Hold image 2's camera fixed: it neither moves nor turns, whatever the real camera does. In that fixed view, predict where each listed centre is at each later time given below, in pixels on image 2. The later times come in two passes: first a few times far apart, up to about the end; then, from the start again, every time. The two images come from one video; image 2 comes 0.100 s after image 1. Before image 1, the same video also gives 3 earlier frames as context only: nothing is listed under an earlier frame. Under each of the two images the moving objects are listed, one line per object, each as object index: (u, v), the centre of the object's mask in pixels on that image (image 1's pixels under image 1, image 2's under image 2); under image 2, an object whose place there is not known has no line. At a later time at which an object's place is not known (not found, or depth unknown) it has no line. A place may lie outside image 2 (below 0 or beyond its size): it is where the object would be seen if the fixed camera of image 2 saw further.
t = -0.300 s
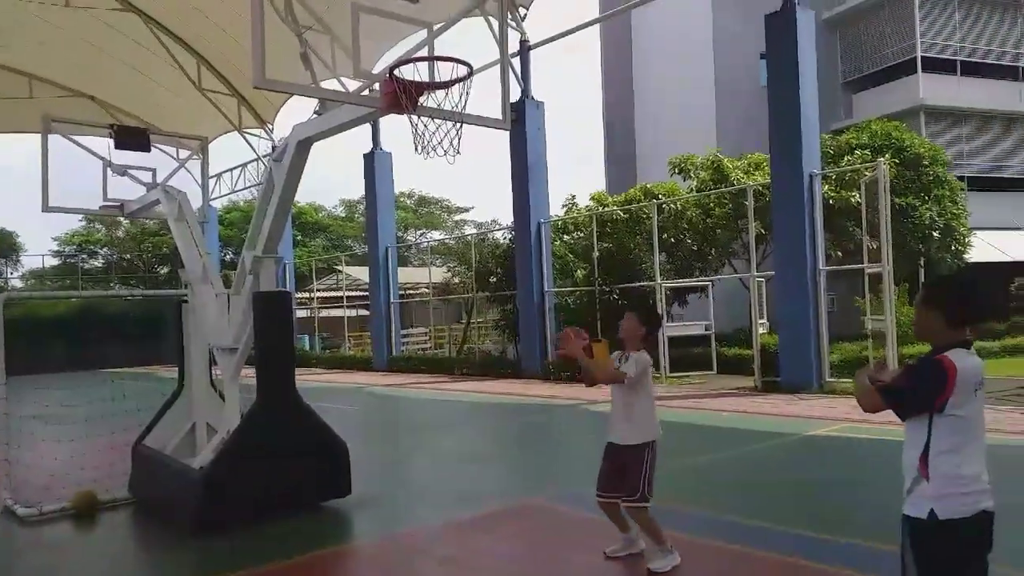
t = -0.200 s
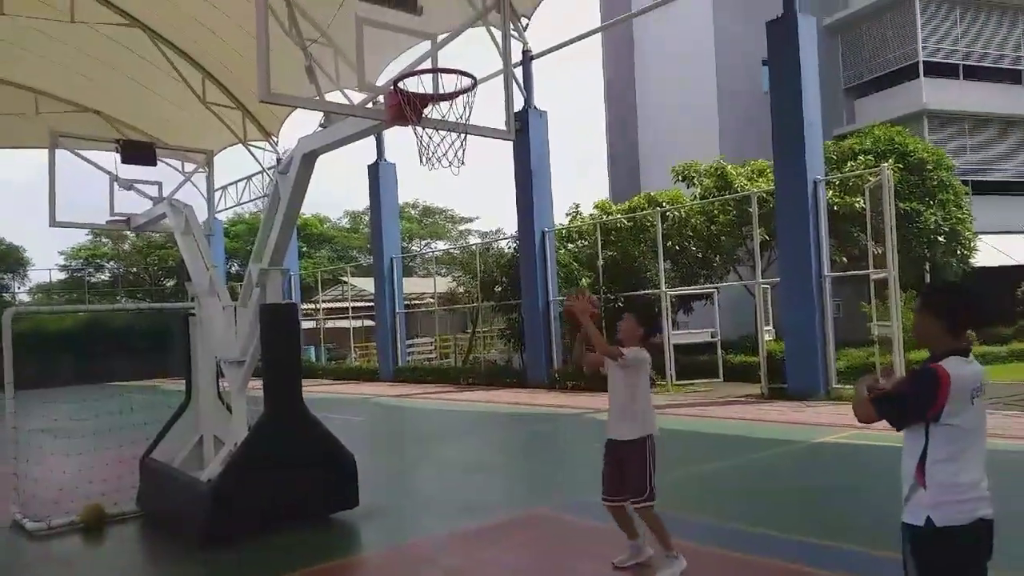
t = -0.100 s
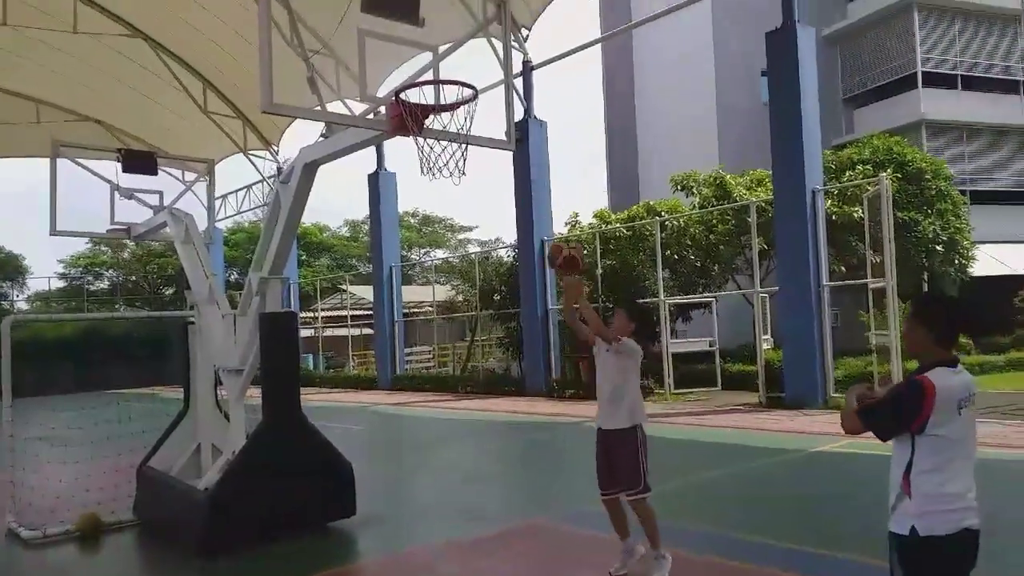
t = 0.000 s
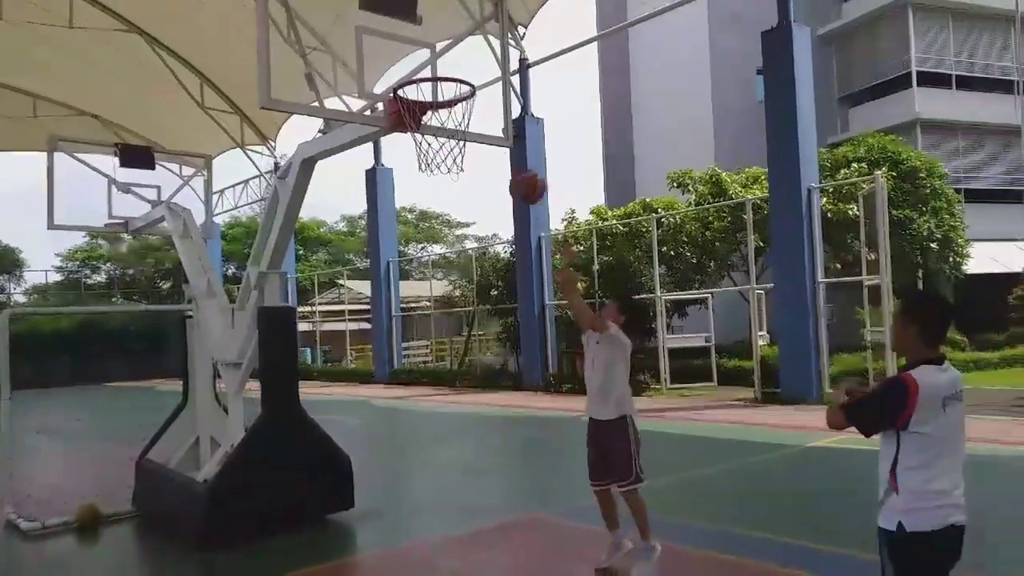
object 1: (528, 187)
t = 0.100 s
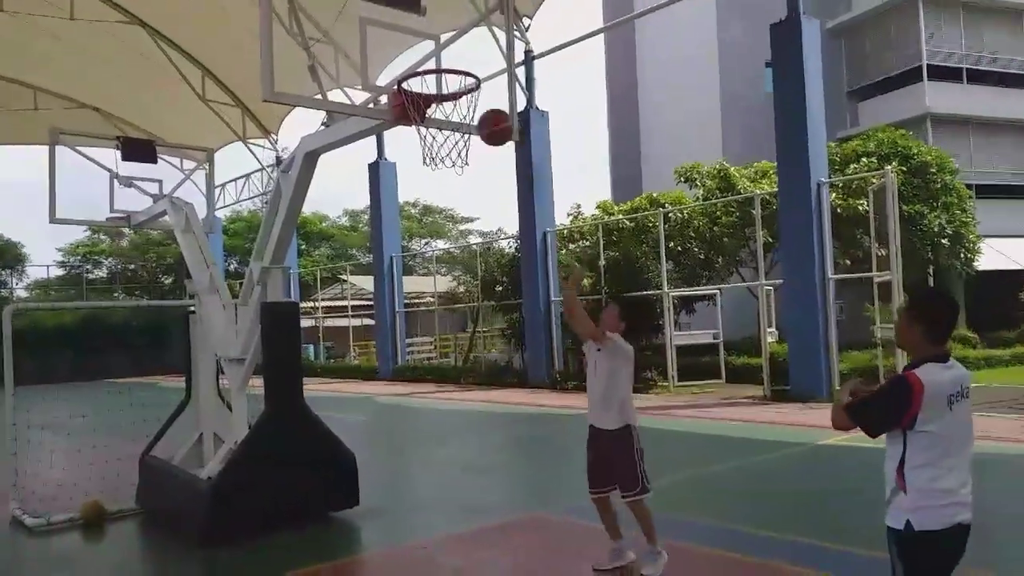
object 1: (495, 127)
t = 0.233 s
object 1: (458, 79)
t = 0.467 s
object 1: (451, 61)
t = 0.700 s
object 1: (438, 152)
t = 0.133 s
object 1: (483, 112)
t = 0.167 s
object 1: (472, 98)
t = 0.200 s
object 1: (461, 87)
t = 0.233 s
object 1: (458, 79)
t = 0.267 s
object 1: (458, 70)
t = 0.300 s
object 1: (456, 64)
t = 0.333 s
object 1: (455, 60)
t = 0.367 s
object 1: (453, 58)
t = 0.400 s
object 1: (452, 57)
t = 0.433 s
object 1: (452, 58)
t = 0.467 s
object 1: (451, 61)
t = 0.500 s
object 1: (450, 67)
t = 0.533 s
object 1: (449, 76)
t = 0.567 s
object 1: (447, 86)
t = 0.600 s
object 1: (445, 100)
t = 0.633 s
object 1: (443, 115)
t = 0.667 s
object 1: (440, 134)
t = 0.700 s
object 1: (438, 152)
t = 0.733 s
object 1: (436, 172)
